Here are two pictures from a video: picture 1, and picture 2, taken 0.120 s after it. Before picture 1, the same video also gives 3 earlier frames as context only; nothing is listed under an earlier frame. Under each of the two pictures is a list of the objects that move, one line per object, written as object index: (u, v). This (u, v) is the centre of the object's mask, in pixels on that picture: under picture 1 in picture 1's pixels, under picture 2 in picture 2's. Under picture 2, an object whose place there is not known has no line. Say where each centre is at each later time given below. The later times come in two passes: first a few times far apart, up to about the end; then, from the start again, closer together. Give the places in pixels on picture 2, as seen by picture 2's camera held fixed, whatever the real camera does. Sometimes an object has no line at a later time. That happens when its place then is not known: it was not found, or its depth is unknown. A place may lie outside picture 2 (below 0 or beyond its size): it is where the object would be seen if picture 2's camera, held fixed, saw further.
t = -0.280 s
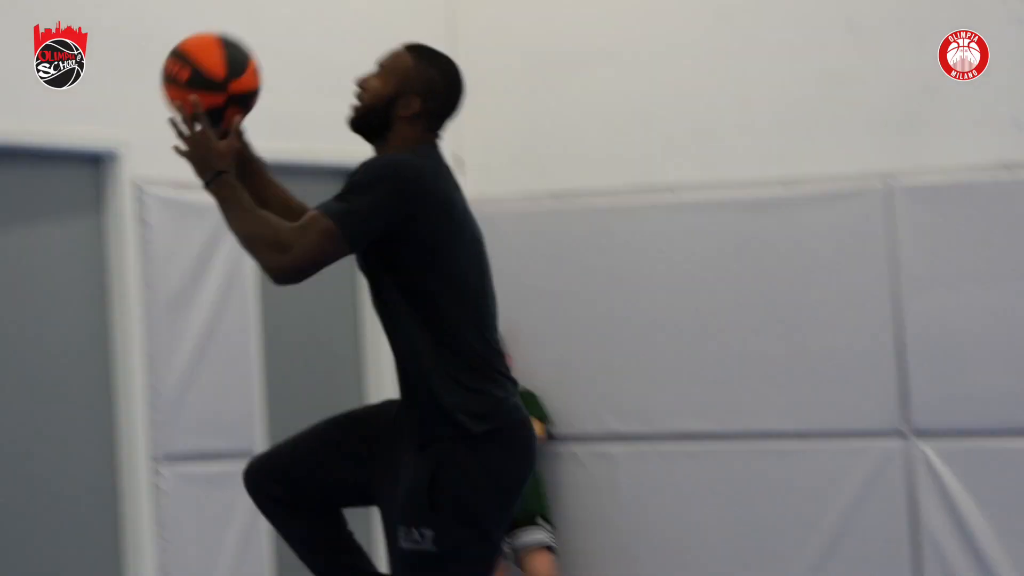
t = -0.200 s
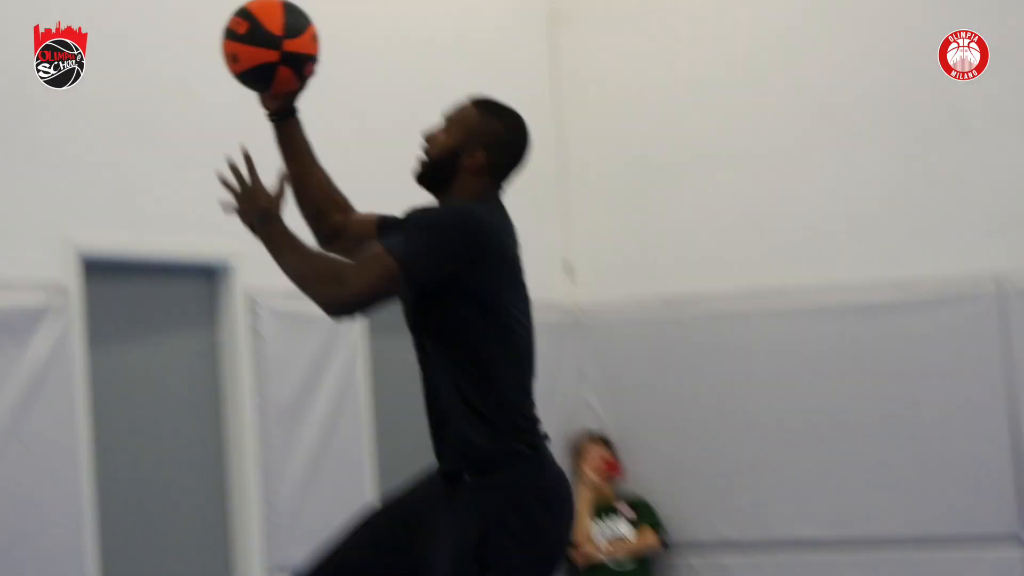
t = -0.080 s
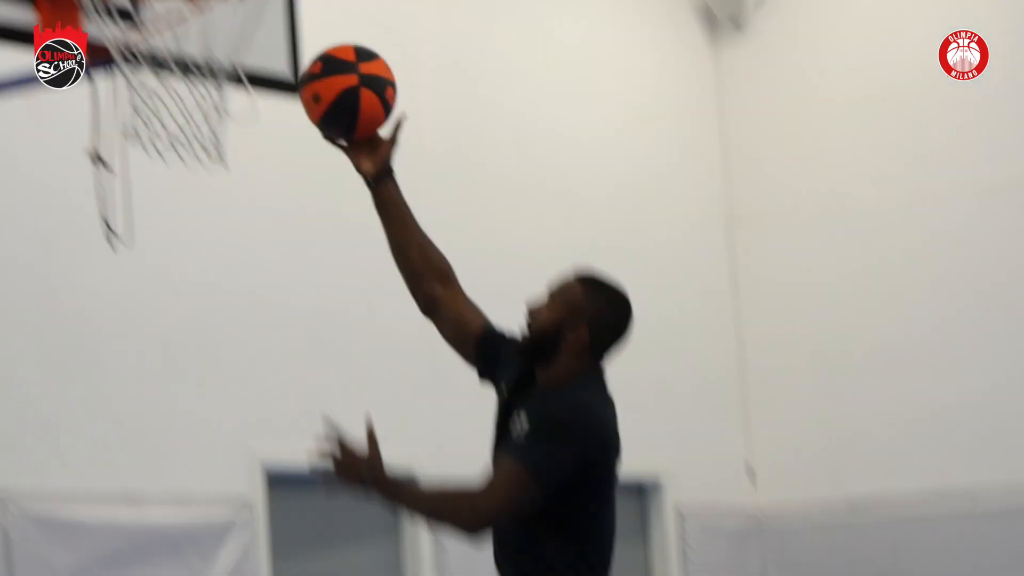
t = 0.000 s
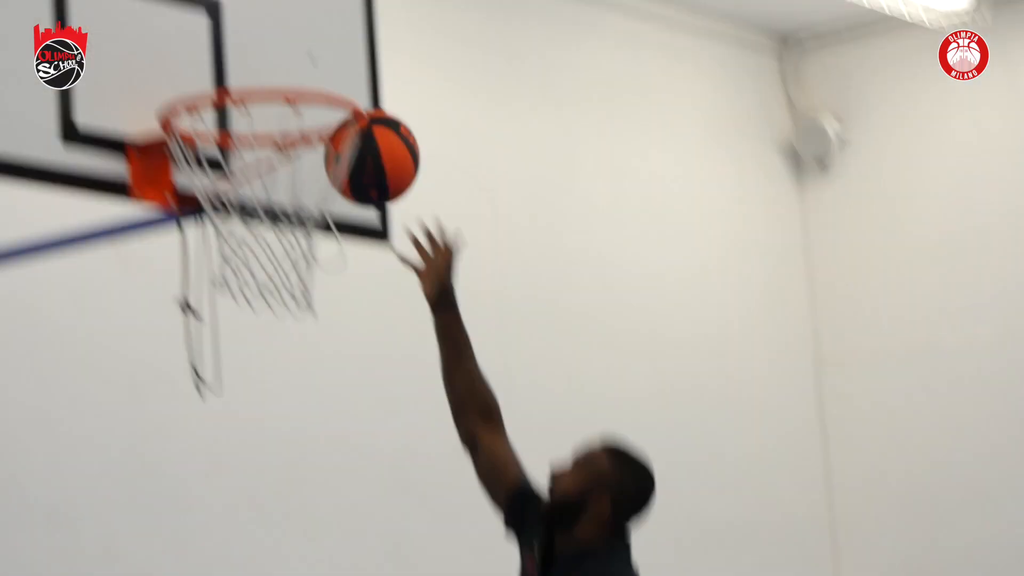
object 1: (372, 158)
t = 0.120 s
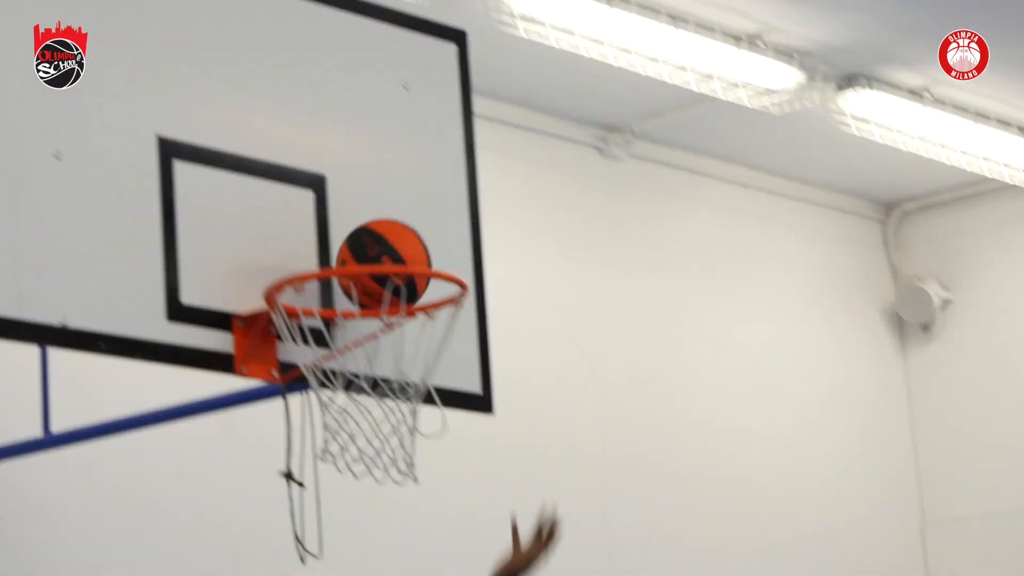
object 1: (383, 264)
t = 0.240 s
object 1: (325, 251)
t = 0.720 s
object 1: (394, 607)
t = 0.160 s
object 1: (354, 259)
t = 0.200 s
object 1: (326, 257)
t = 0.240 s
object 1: (325, 251)
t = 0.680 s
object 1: (382, 545)
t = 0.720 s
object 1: (394, 607)
